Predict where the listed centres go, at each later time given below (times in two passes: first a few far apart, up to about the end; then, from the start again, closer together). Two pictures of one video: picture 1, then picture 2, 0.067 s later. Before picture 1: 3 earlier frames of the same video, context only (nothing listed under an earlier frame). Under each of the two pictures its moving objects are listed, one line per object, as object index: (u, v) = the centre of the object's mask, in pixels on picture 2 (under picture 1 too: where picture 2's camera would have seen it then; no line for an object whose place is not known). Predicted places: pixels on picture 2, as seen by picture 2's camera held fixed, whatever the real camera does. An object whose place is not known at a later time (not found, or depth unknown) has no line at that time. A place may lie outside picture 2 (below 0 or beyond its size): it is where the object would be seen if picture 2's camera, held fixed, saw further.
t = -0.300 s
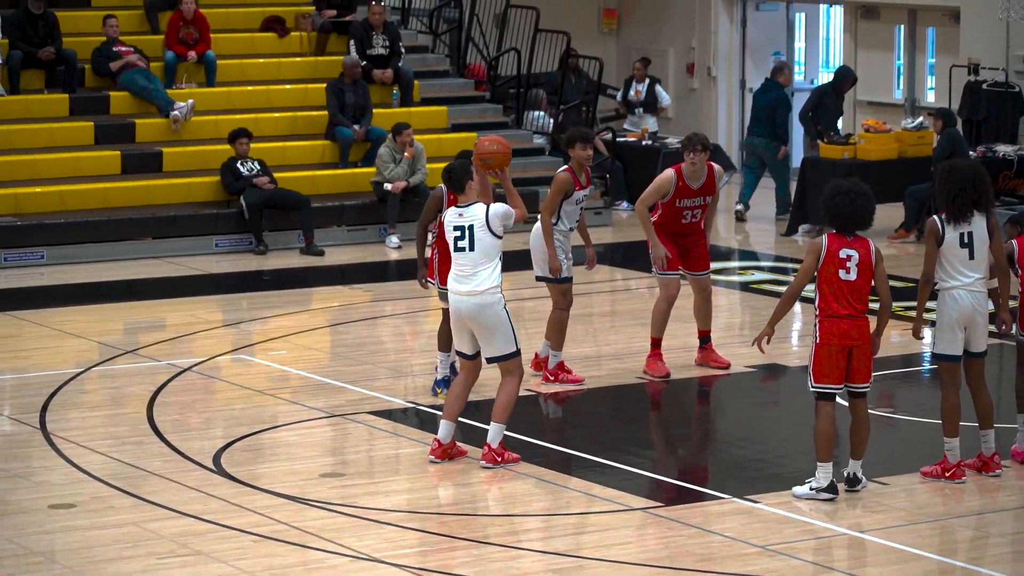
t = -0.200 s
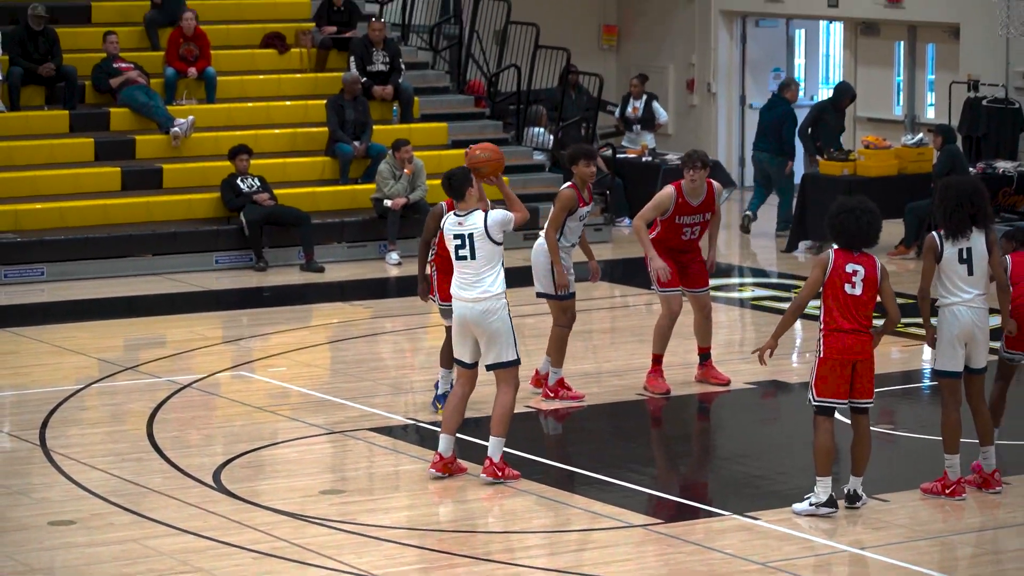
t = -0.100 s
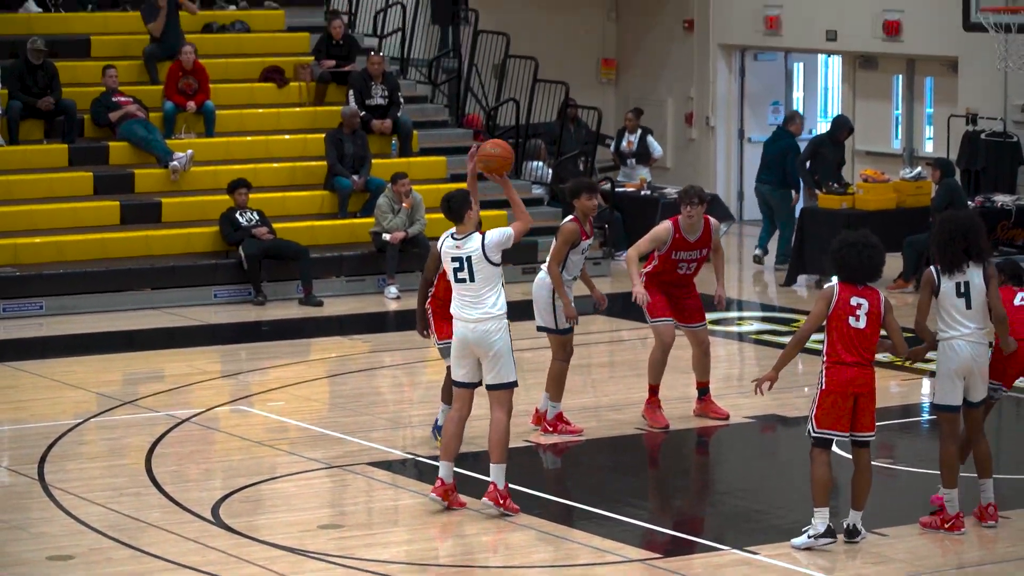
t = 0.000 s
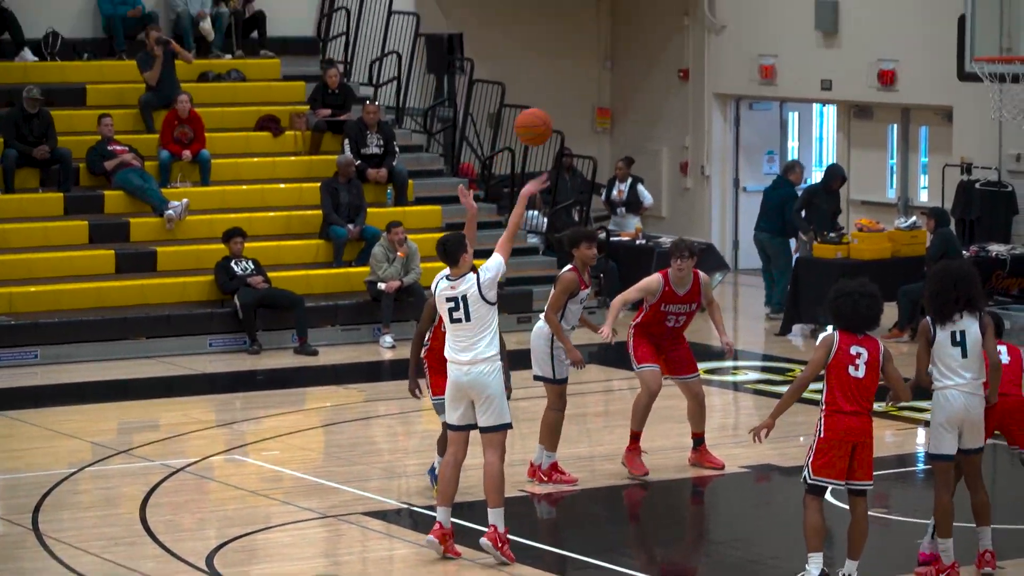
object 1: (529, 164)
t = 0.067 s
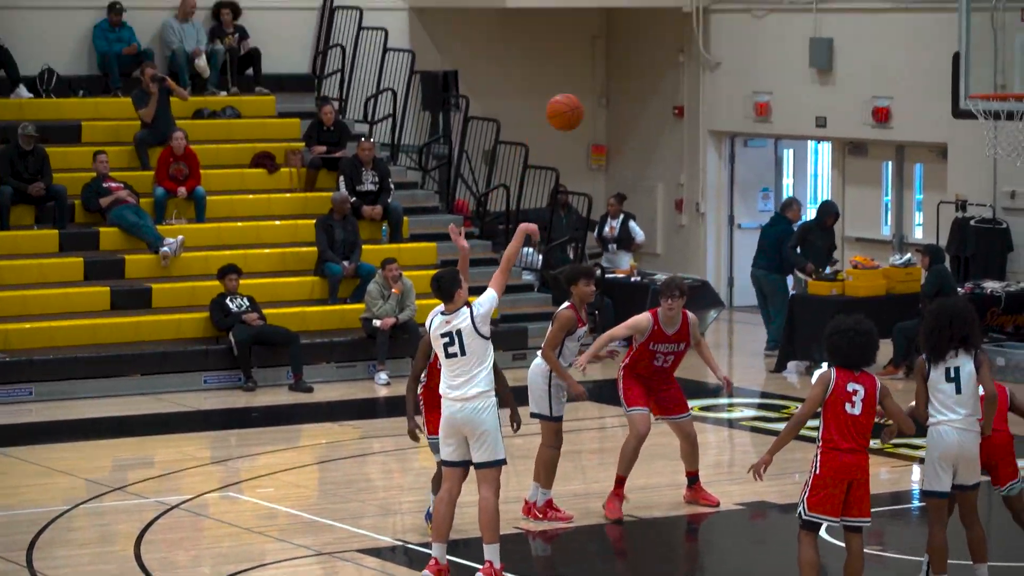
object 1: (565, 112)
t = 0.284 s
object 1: (680, -9)
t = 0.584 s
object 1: (830, -53)
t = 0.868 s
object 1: (965, 28)
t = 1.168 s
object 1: (1035, 135)
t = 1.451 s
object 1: (1022, 223)
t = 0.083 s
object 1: (574, 100)
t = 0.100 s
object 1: (583, 89)
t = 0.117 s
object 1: (592, 78)
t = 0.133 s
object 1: (600, 67)
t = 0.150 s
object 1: (609, 56)
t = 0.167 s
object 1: (618, 47)
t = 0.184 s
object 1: (627, 37)
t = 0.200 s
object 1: (635, 28)
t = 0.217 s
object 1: (644, 20)
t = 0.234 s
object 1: (654, 12)
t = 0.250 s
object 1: (663, 5)
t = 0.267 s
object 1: (671, -2)
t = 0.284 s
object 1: (680, -9)
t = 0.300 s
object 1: (688, -14)
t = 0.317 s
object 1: (697, -20)
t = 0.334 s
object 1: (706, -25)
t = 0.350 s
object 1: (714, -30)
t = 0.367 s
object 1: (723, -35)
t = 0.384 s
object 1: (731, -39)
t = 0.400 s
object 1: (739, -42)
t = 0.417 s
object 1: (748, -45)
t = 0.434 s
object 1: (756, -48)
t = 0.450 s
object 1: (765, -50)
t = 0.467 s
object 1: (773, -52)
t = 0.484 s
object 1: (781, -54)
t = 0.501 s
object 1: (789, -54)
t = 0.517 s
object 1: (798, -55)
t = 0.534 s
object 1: (806, -55)
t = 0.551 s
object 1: (814, -55)
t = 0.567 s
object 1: (822, -54)
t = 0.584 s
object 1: (830, -53)
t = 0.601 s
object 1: (839, -52)
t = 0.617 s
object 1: (847, -50)
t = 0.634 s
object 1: (855, -48)
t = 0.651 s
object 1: (863, -45)
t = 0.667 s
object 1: (871, -42)
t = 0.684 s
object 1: (879, -38)
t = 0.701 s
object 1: (887, -34)
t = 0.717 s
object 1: (895, -30)
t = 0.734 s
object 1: (903, -25)
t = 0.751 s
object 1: (911, -20)
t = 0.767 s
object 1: (918, -14)
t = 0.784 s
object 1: (926, -8)
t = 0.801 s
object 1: (934, -1)
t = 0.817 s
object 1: (942, 6)
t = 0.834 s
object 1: (949, 12)
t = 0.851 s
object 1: (957, 20)
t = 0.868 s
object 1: (965, 28)
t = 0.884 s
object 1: (972, 36)
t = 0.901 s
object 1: (980, 45)
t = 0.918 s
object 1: (987, 53)
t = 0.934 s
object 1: (995, 63)
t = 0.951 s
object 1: (1002, 73)
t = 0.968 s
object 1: (1010, 80)
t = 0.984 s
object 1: (1017, 86)
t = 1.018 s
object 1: (1030, 116)
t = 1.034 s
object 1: (1036, 123)
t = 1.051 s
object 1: (1039, 127)
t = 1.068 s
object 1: (1039, 127)
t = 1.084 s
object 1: (1040, 127)
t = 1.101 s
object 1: (1040, 128)
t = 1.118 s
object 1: (1035, 133)
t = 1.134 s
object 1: (1035, 134)
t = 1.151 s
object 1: (1036, 134)
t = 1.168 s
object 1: (1035, 135)
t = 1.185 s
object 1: (1035, 137)
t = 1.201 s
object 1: (1034, 138)
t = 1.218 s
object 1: (1033, 141)
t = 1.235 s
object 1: (1033, 144)
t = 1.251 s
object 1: (1032, 148)
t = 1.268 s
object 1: (1031, 152)
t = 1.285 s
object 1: (1031, 156)
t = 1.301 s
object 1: (1030, 161)
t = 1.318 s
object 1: (1029, 167)
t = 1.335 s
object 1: (1028, 172)
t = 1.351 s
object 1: (1028, 179)
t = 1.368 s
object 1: (1027, 185)
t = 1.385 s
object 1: (1026, 192)
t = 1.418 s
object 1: (1024, 207)
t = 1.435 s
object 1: (1023, 214)
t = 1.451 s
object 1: (1022, 223)
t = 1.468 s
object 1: (1021, 232)
